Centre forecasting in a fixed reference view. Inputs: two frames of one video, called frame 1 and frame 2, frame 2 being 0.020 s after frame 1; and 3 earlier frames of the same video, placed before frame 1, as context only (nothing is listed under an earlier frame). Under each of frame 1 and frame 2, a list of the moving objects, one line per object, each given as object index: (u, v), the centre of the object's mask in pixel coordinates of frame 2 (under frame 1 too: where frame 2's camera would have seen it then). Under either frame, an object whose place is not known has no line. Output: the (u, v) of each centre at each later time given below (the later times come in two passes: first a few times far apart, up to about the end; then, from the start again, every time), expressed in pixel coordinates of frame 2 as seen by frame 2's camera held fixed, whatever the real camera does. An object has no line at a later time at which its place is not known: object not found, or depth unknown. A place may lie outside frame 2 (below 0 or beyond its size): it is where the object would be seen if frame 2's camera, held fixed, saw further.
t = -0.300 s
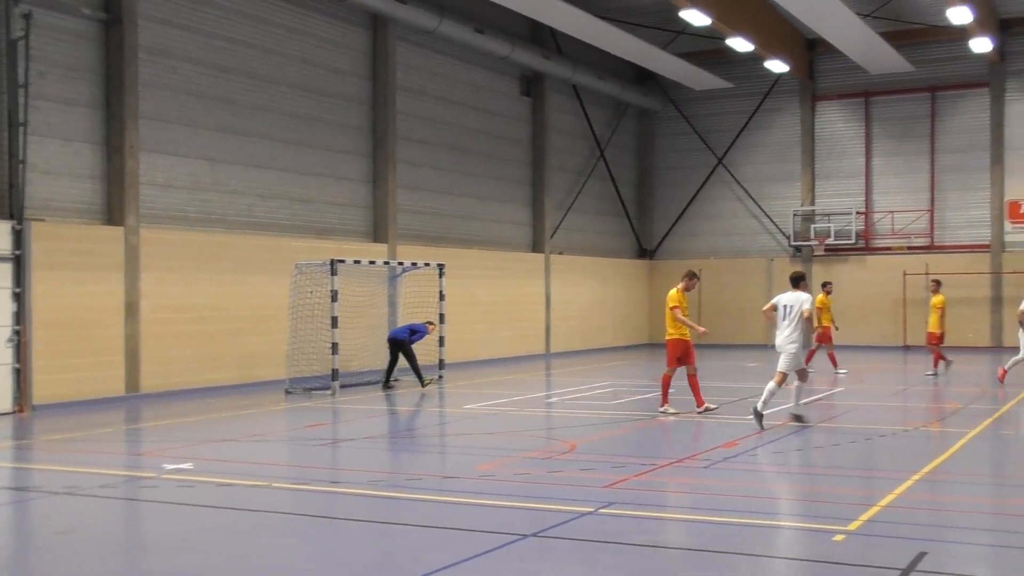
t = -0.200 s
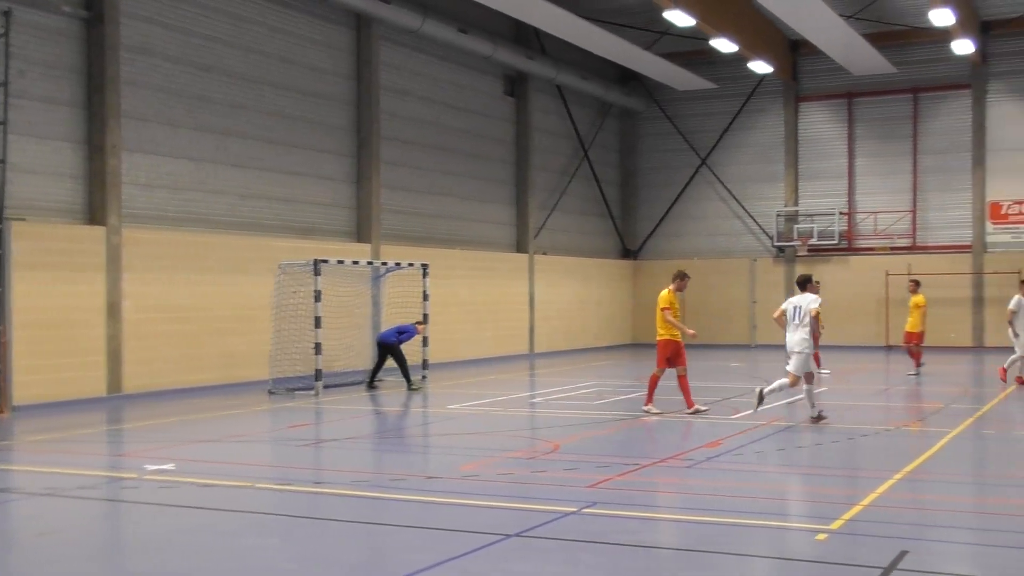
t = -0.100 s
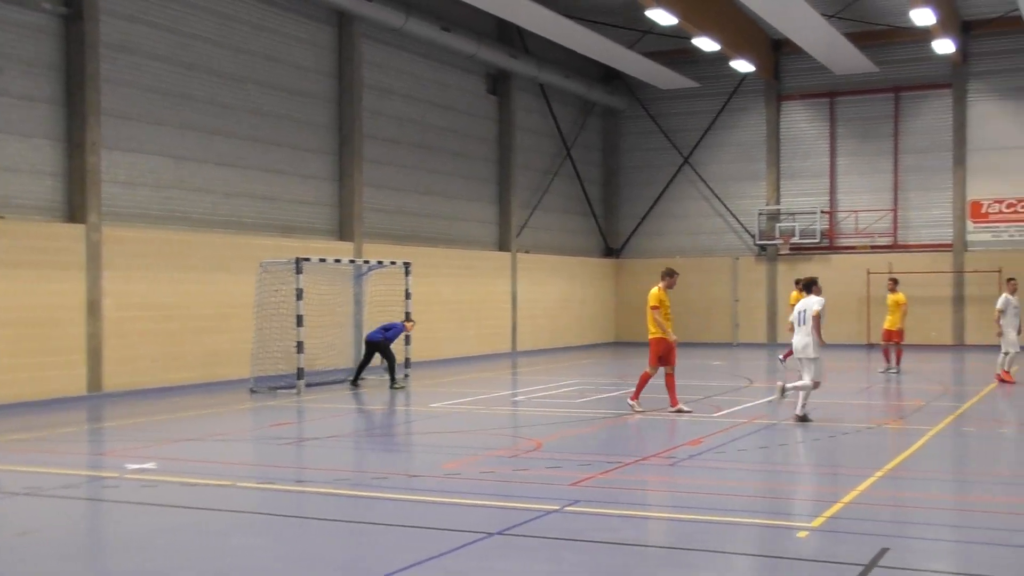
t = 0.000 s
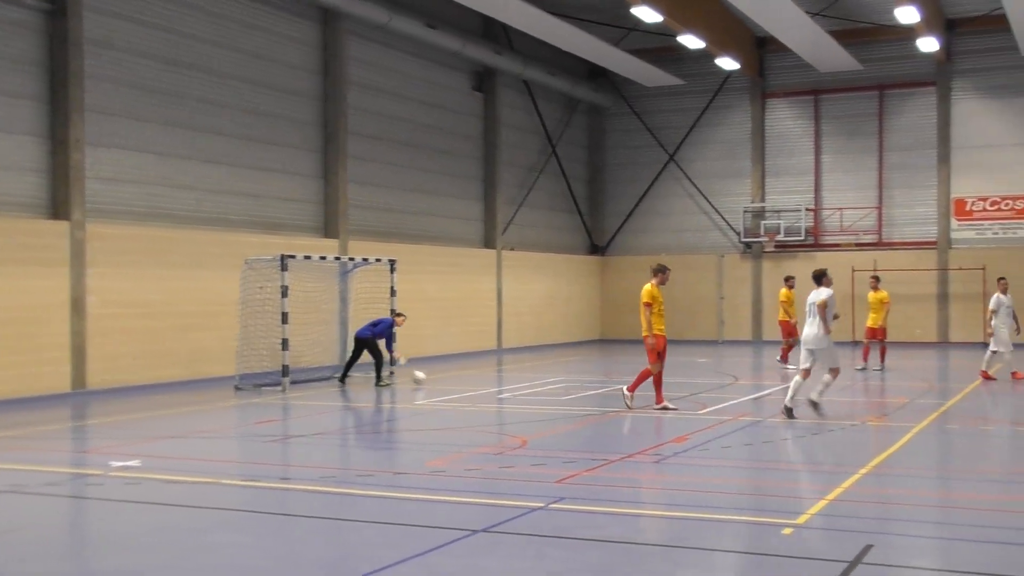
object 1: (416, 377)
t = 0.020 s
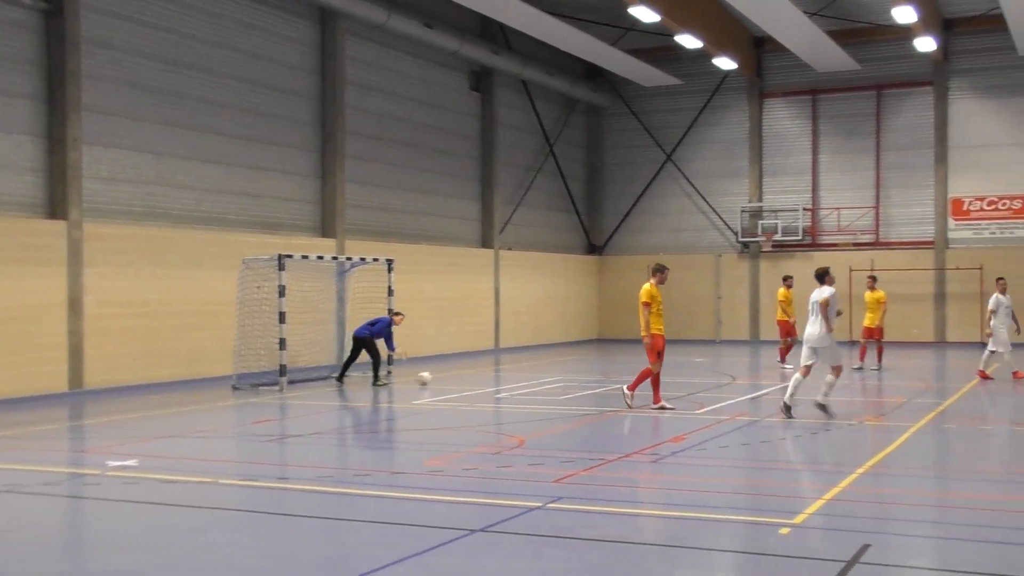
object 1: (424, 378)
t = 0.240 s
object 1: (515, 378)
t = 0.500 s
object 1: (615, 383)
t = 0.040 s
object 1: (433, 376)
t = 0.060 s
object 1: (441, 375)
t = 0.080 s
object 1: (449, 375)
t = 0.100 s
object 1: (456, 375)
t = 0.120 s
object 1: (464, 374)
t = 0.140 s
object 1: (473, 374)
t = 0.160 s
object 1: (482, 374)
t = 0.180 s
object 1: (490, 375)
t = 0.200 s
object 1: (498, 375)
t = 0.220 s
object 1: (506, 378)
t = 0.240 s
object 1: (515, 378)
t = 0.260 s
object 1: (523, 380)
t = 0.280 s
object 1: (531, 381)
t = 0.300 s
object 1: (539, 381)
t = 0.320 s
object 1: (547, 380)
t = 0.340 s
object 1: (555, 380)
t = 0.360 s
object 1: (562, 380)
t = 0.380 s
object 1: (570, 380)
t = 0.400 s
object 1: (578, 381)
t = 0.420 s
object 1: (585, 381)
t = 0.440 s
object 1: (593, 383)
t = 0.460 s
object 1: (601, 383)
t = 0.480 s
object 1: (608, 383)
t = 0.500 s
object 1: (615, 383)
